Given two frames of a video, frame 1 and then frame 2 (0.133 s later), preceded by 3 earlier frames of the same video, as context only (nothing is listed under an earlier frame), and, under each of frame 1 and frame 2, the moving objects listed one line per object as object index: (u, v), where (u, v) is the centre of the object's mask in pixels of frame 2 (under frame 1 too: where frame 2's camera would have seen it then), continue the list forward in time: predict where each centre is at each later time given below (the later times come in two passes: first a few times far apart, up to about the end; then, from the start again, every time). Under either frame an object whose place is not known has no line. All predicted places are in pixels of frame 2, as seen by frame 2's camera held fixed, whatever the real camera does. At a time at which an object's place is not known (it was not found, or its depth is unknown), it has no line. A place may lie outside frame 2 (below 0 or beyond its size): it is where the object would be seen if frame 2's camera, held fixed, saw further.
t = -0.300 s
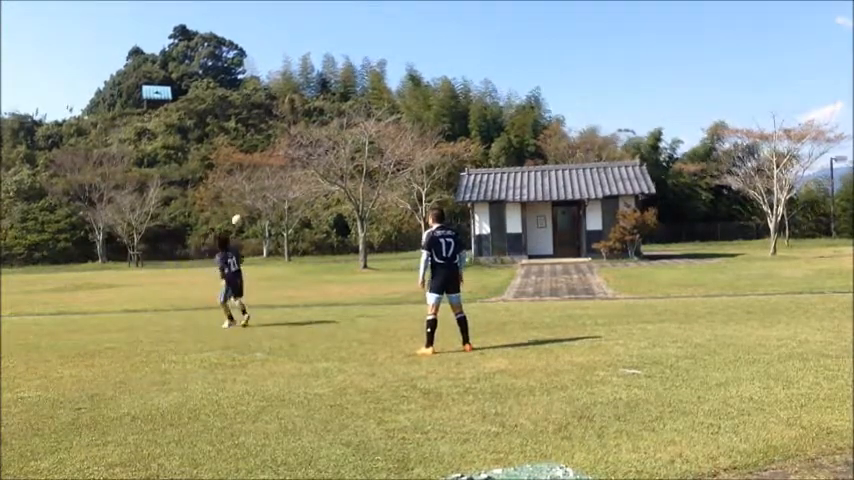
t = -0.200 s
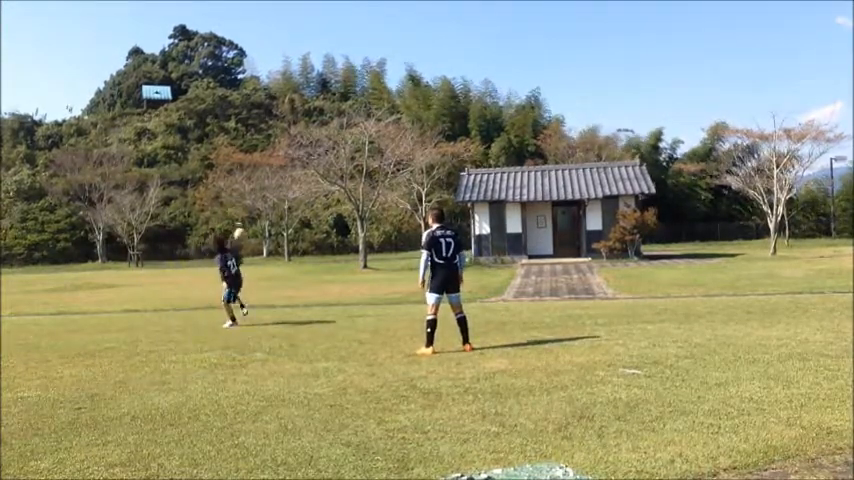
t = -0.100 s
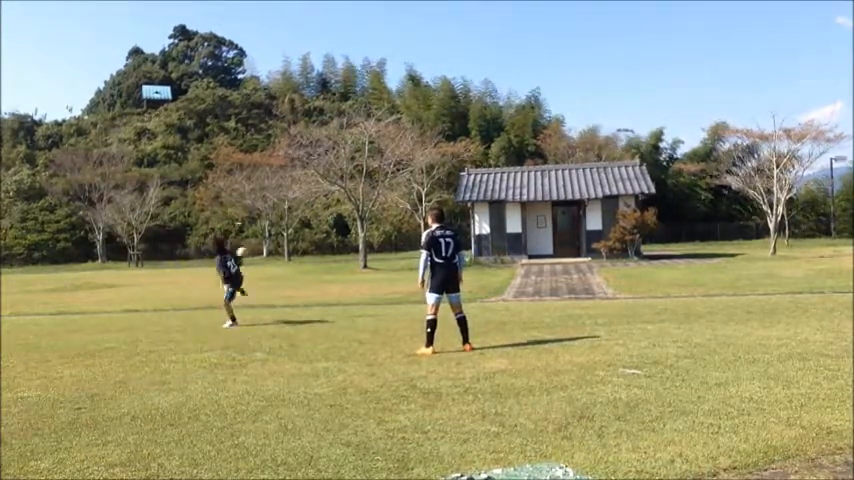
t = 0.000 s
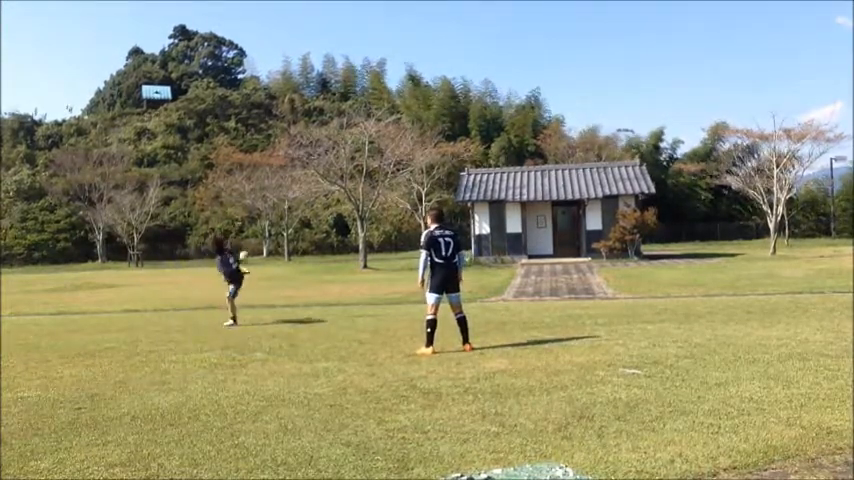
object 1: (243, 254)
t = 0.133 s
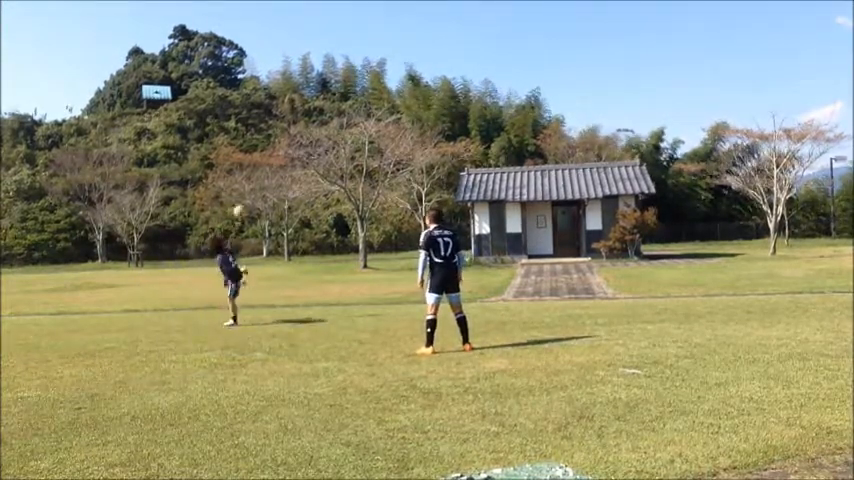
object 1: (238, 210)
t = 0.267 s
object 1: (235, 172)
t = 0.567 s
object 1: (230, 125)
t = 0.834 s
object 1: (226, 126)
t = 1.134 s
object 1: (225, 182)
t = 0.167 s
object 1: (235, 199)
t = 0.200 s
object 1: (235, 189)
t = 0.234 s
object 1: (235, 180)
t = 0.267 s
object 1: (235, 172)
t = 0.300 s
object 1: (234, 164)
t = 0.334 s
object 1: (233, 157)
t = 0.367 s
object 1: (233, 151)
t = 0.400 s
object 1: (232, 145)
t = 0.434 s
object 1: (231, 140)
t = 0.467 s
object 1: (231, 136)
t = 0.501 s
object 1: (231, 132)
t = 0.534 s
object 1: (230, 128)
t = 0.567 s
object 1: (230, 125)
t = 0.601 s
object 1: (230, 123)
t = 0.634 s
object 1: (229, 122)
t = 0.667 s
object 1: (229, 121)
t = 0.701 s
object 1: (229, 121)
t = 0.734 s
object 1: (229, 121)
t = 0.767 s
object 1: (228, 122)
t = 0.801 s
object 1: (227, 125)
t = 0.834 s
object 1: (226, 126)
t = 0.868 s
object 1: (226, 130)
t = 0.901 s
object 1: (225, 134)
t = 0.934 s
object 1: (225, 138)
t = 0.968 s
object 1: (226, 143)
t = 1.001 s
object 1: (225, 150)
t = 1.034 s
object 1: (225, 157)
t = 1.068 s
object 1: (225, 164)
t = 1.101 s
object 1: (225, 173)
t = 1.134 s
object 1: (225, 182)
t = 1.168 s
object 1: (225, 191)
